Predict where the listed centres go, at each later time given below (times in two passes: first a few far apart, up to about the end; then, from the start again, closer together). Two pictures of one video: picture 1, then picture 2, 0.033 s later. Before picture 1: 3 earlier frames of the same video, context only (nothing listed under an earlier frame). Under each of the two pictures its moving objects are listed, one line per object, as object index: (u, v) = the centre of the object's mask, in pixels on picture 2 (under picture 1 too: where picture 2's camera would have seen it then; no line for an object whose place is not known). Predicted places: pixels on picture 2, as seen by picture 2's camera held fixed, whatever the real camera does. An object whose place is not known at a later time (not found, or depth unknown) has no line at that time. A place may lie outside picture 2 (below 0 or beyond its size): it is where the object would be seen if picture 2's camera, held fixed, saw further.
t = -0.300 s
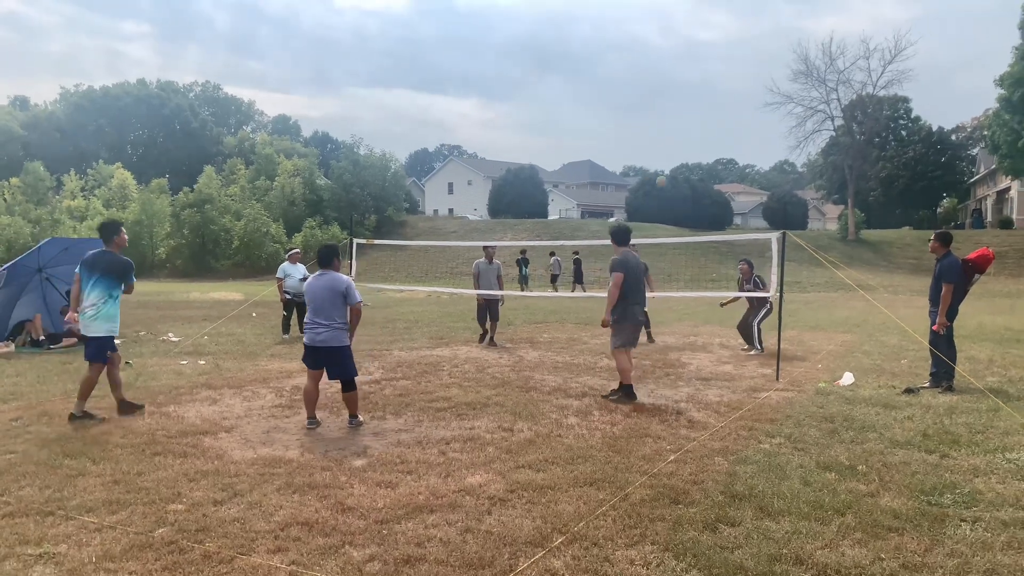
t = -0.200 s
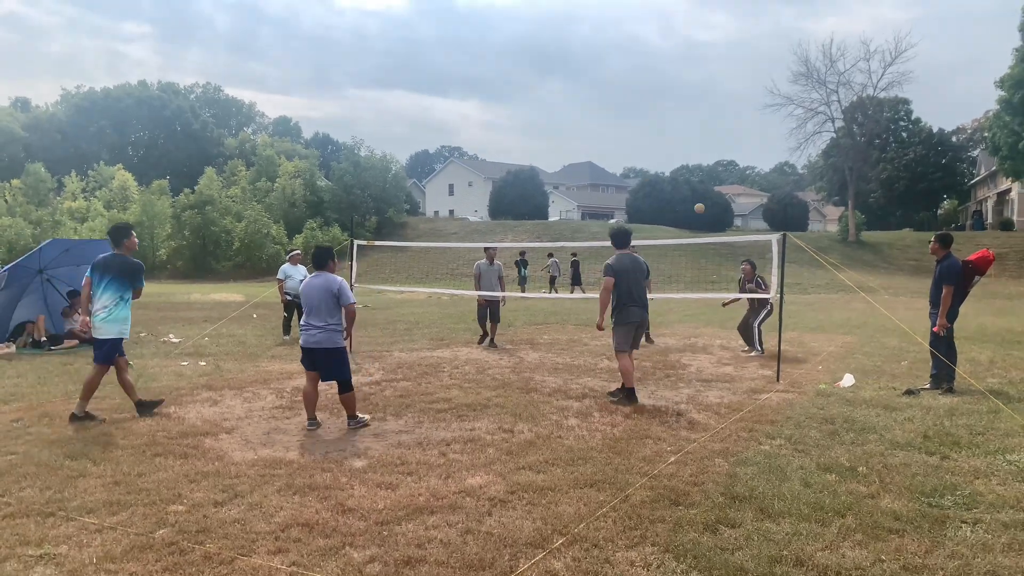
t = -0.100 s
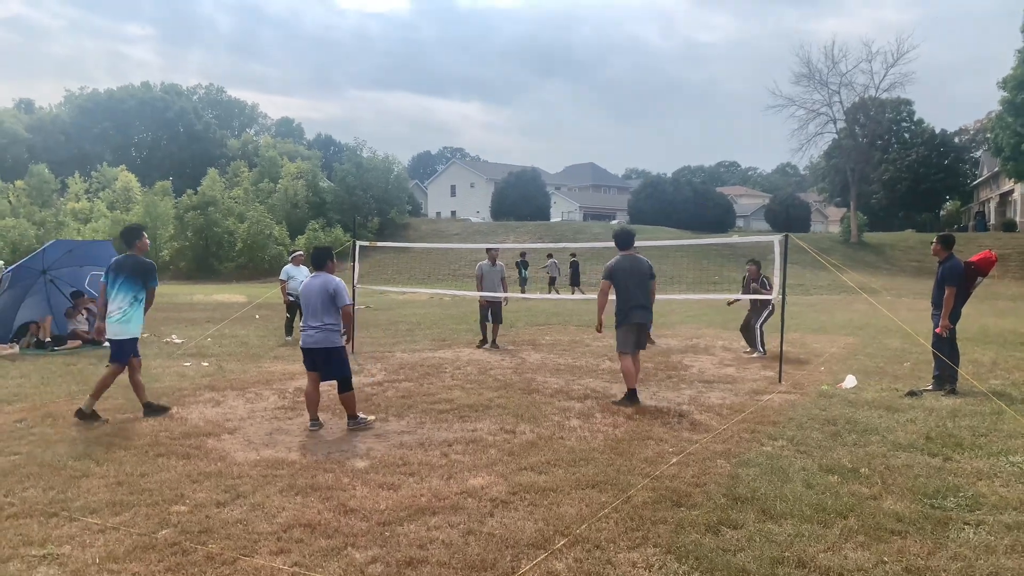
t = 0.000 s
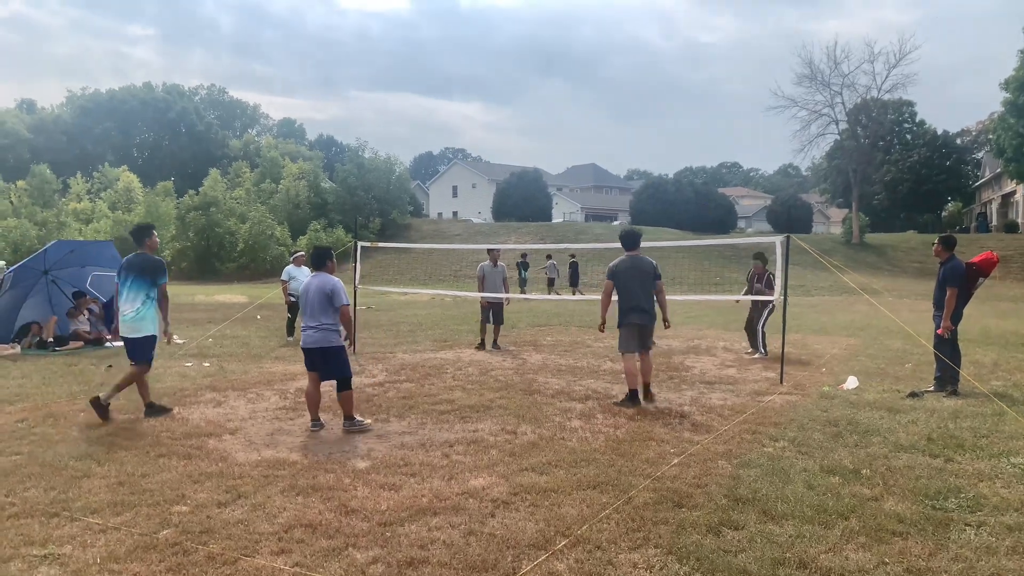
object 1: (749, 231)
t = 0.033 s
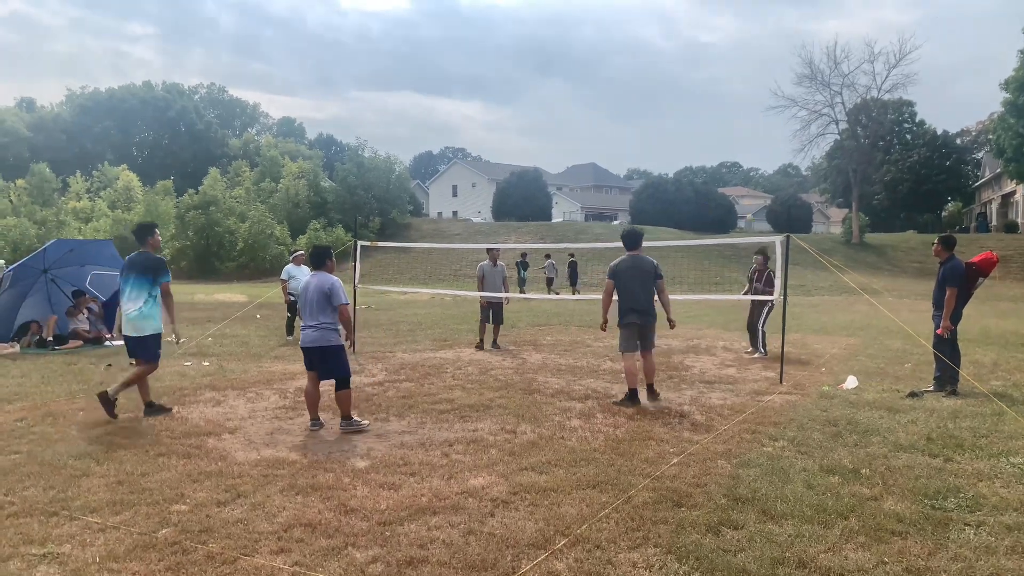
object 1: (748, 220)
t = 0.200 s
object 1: (745, 164)
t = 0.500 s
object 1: (737, 115)
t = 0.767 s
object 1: (730, 126)
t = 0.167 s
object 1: (744, 173)
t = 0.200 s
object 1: (745, 164)
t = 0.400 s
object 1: (739, 124)
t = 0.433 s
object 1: (738, 120)
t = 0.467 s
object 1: (738, 118)
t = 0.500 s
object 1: (737, 115)
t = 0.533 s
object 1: (736, 114)
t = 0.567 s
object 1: (735, 113)
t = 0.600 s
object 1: (734, 114)
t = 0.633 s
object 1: (733, 114)
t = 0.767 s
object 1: (730, 126)
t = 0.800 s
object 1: (729, 130)
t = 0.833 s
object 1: (728, 135)
